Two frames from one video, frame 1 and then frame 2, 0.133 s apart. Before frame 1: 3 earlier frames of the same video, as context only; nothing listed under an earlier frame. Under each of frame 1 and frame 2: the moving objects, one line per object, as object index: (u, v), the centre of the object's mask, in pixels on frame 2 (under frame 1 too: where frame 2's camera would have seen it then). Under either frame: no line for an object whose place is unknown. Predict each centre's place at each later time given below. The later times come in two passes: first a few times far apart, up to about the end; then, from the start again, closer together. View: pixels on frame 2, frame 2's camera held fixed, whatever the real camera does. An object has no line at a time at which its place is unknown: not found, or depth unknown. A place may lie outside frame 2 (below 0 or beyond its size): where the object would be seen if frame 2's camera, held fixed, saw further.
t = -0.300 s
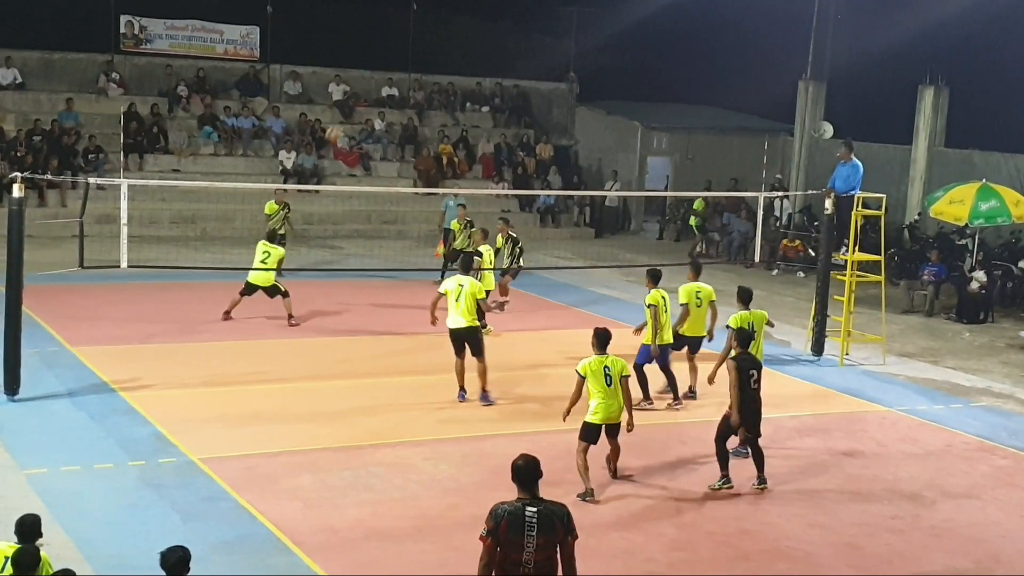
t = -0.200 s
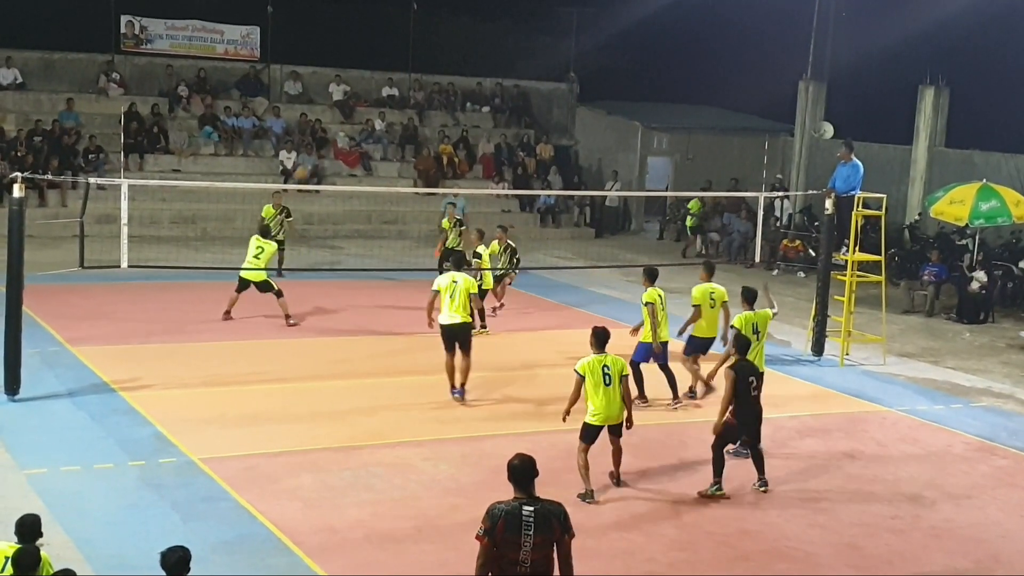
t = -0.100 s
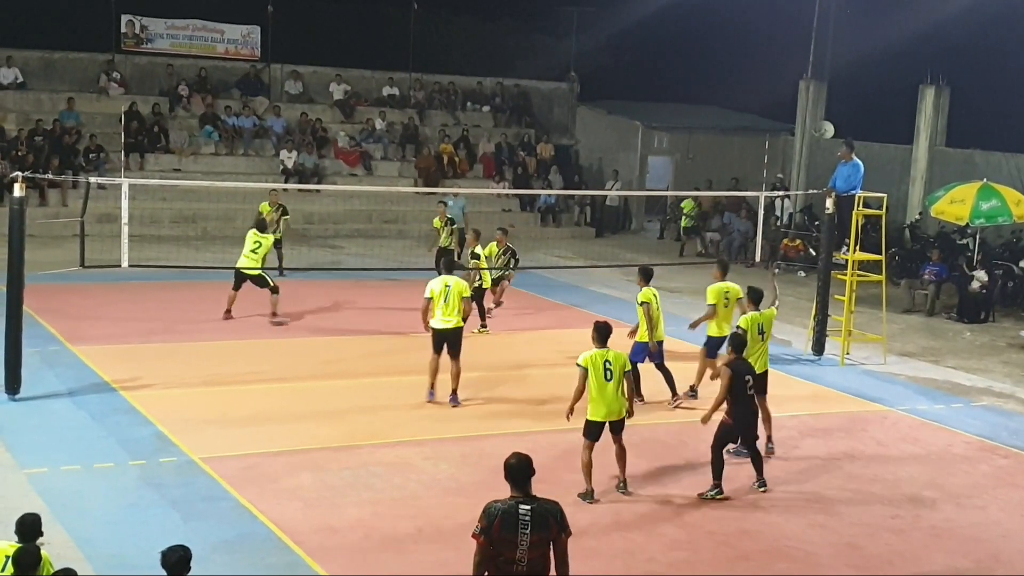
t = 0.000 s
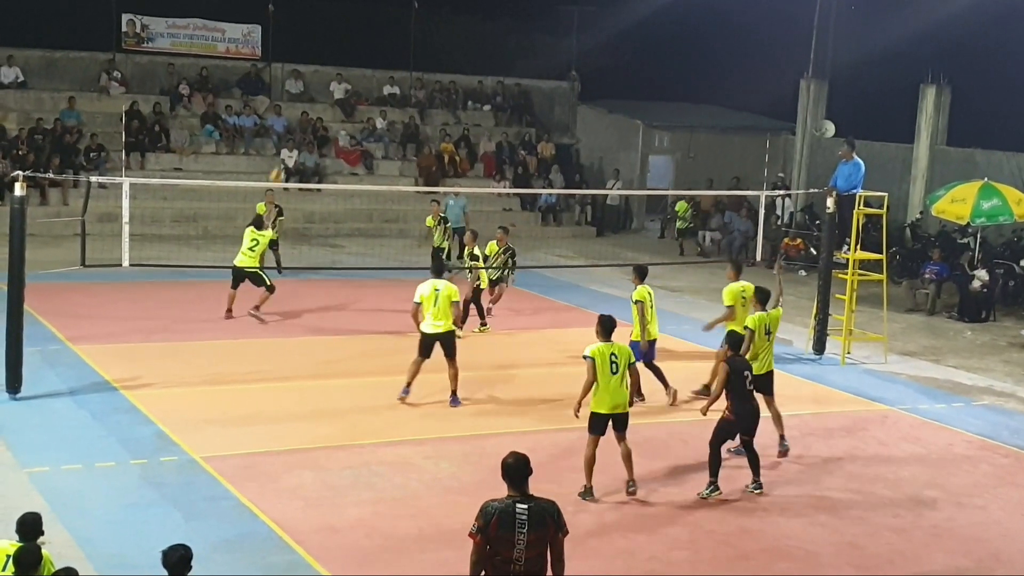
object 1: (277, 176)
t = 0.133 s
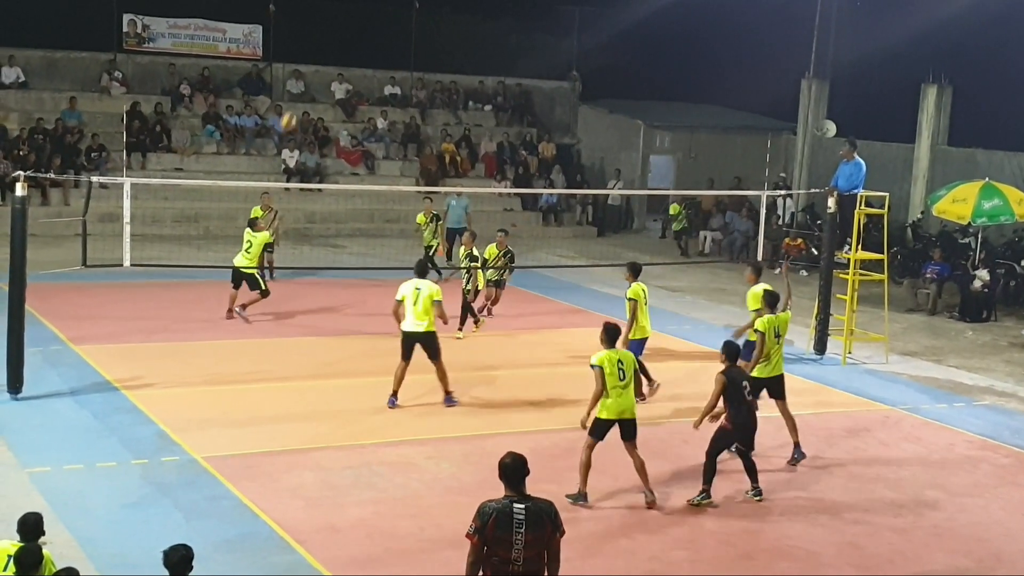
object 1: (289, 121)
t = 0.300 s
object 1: (300, 68)
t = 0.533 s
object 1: (317, 24)
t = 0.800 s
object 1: (335, 28)
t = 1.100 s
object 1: (355, 117)
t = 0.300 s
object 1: (300, 68)
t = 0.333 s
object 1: (303, 60)
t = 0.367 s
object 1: (305, 52)
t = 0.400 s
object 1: (308, 44)
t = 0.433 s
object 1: (310, 38)
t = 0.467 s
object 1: (312, 33)
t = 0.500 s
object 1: (315, 28)
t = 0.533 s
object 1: (317, 24)
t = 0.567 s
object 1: (319, 21)
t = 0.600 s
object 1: (322, 19)
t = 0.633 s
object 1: (324, 18)
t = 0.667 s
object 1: (327, 18)
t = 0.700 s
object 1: (329, 19)
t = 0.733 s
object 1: (331, 21)
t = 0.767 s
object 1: (333, 24)
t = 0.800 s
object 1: (335, 28)
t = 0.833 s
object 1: (338, 33)
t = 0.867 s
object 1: (340, 39)
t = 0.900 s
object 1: (342, 47)
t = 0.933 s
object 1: (344, 55)
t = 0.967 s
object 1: (346, 65)
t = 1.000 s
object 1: (348, 76)
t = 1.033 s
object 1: (351, 89)
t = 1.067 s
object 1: (353, 102)
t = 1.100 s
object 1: (355, 117)
